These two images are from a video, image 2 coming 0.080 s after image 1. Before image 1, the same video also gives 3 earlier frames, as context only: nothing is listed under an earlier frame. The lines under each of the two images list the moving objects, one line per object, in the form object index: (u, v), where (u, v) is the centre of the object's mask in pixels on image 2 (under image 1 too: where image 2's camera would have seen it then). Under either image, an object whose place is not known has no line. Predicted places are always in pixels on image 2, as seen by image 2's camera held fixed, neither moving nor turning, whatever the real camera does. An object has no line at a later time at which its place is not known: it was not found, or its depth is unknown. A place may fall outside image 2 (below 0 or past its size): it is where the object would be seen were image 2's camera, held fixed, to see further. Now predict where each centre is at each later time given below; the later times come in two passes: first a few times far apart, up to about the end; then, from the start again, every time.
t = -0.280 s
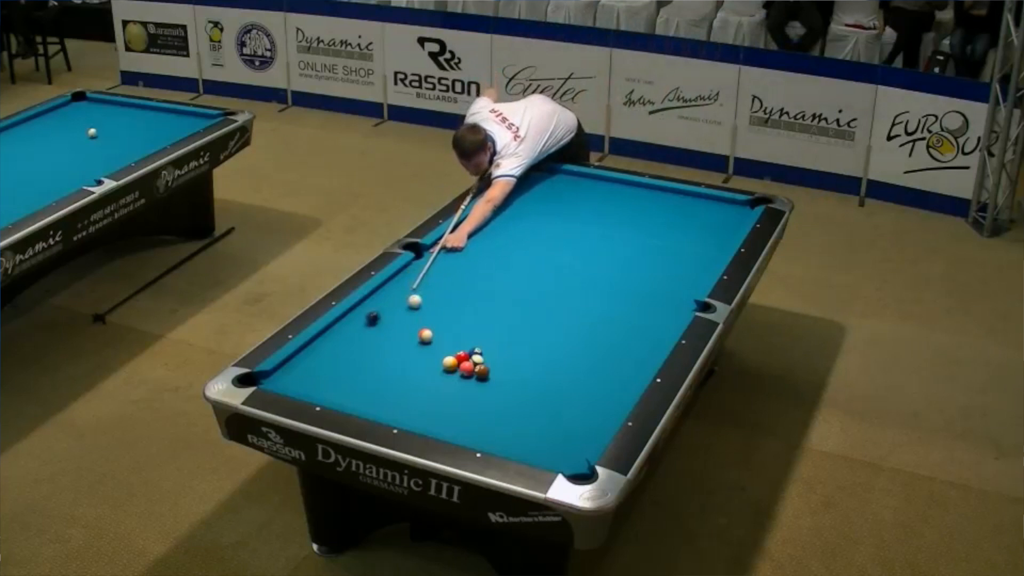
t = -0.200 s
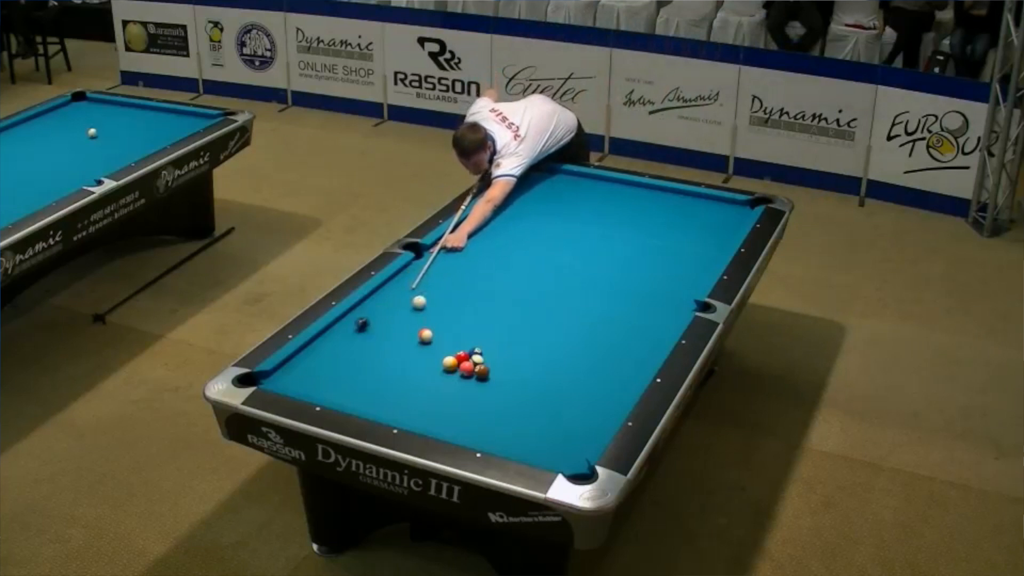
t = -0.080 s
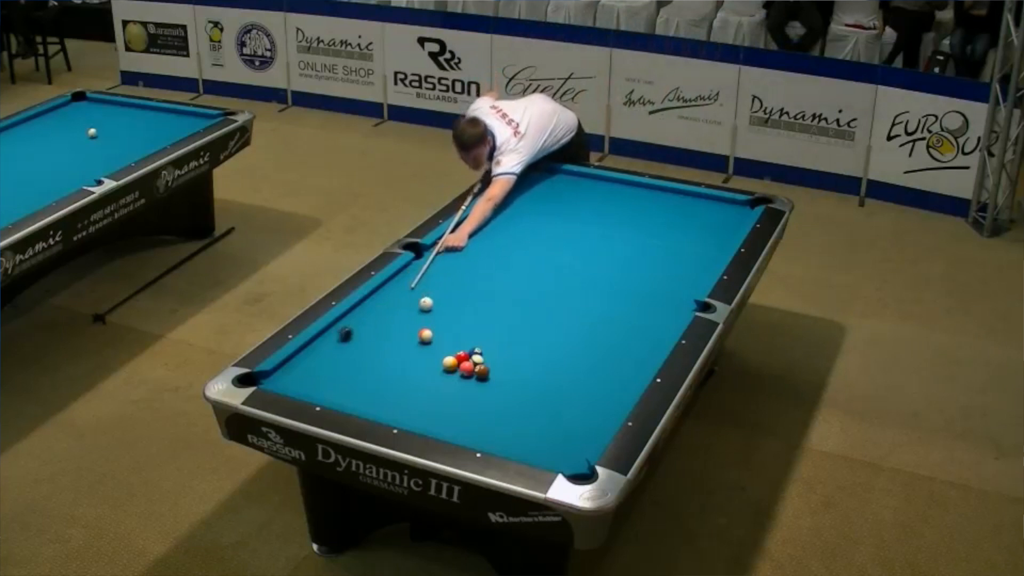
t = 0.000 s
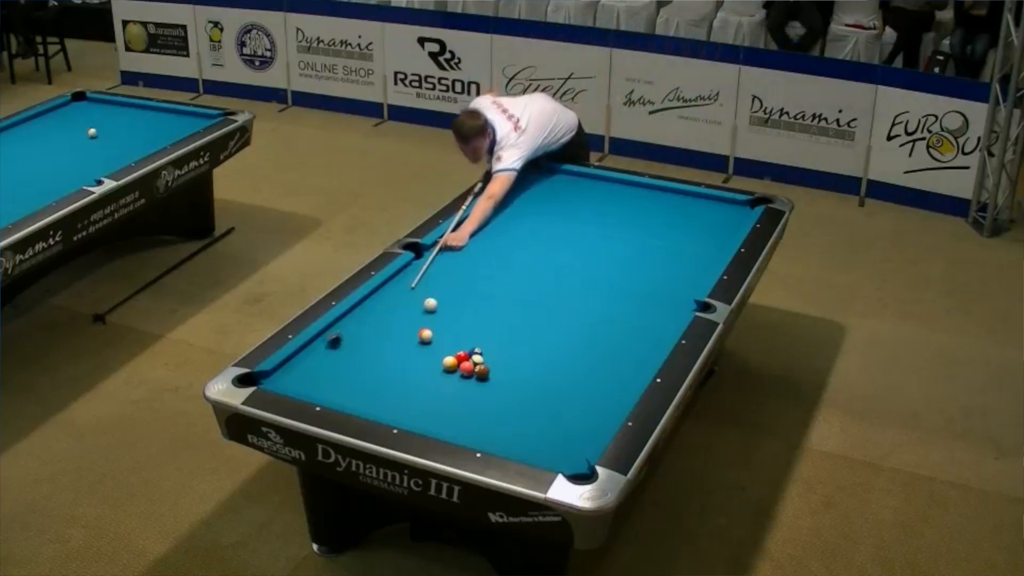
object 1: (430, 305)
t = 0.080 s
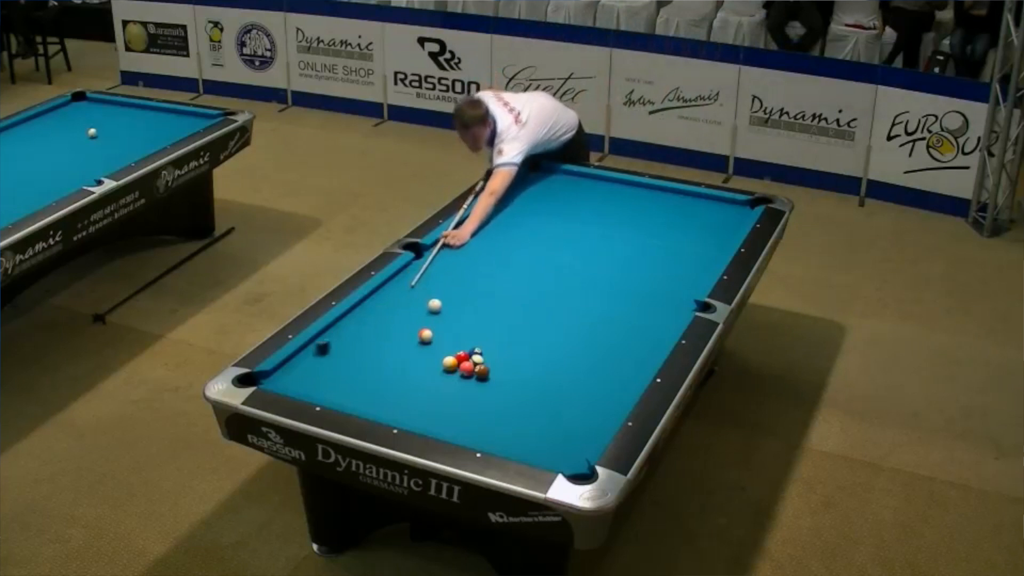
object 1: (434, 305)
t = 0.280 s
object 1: (445, 308)
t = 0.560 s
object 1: (458, 311)
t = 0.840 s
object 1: (469, 314)
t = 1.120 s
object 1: (480, 316)
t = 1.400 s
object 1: (489, 318)
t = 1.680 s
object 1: (497, 321)
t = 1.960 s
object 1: (504, 322)
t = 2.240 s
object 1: (510, 323)
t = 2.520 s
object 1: (515, 324)
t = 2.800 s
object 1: (519, 325)
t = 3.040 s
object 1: (520, 325)
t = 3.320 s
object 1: (522, 326)
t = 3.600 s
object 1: (522, 326)
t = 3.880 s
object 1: (522, 326)
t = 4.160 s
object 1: (522, 326)
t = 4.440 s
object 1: (522, 326)
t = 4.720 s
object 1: (522, 326)
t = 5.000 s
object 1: (522, 326)
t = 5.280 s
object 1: (522, 326)
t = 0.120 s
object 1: (436, 306)
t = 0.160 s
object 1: (439, 306)
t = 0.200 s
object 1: (441, 307)
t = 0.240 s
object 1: (443, 307)
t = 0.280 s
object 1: (445, 308)
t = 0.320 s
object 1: (446, 308)
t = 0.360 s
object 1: (448, 309)
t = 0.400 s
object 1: (450, 309)
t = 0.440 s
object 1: (452, 309)
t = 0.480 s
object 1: (454, 310)
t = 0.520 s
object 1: (456, 310)
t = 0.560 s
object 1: (458, 311)
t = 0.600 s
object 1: (459, 311)
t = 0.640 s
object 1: (461, 311)
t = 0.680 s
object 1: (463, 312)
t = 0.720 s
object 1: (464, 312)
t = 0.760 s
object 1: (466, 313)
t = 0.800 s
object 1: (468, 313)
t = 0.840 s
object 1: (469, 314)
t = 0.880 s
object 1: (471, 314)
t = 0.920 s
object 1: (472, 314)
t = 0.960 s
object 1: (474, 315)
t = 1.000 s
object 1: (476, 315)
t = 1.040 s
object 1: (477, 315)
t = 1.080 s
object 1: (478, 316)
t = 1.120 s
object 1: (480, 316)
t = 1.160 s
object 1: (481, 316)
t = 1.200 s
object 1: (483, 317)
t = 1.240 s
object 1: (484, 317)
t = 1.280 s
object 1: (486, 318)
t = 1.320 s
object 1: (487, 318)
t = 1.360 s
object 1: (488, 318)
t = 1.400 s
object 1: (489, 318)
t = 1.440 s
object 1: (491, 319)
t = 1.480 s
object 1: (492, 319)
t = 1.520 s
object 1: (493, 319)
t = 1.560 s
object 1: (494, 320)
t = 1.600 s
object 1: (495, 320)
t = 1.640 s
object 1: (496, 320)
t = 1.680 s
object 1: (497, 321)
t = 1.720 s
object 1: (498, 321)
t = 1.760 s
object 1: (499, 321)
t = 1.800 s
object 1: (500, 321)
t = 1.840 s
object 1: (502, 322)
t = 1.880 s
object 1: (502, 322)
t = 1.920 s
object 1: (503, 322)
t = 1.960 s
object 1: (504, 322)
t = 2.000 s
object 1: (505, 323)
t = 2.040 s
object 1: (506, 323)
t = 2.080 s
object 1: (507, 323)
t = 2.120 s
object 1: (508, 323)
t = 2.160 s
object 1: (509, 323)
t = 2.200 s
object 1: (509, 323)
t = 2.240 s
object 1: (510, 323)
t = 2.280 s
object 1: (511, 324)
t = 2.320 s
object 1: (512, 324)
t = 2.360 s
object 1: (512, 324)
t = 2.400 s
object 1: (513, 324)
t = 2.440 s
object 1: (514, 324)
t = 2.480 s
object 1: (514, 324)
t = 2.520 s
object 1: (515, 324)
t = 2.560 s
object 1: (516, 324)
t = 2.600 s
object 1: (516, 325)
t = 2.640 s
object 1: (517, 324)
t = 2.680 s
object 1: (517, 325)
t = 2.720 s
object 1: (518, 325)
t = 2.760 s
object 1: (518, 325)
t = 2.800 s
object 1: (519, 325)
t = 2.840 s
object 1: (519, 325)
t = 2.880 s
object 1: (519, 325)
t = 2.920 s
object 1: (520, 325)
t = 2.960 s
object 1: (520, 325)
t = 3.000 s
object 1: (520, 325)
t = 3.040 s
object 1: (520, 325)
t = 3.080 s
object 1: (521, 325)
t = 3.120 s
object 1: (521, 325)
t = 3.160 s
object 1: (521, 325)
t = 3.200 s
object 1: (521, 325)
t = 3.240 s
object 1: (521, 326)
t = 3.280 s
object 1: (521, 326)
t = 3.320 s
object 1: (522, 326)
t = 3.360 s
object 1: (522, 326)
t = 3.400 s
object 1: (522, 326)
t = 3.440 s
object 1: (522, 326)
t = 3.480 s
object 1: (522, 326)
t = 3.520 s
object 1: (522, 326)
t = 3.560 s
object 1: (522, 326)
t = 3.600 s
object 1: (522, 326)
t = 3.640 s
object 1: (522, 326)
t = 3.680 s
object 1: (522, 325)
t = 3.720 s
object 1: (522, 326)
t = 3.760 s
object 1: (522, 325)
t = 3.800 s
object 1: (522, 325)
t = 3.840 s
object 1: (522, 326)
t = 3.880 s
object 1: (522, 326)
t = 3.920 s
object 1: (522, 325)
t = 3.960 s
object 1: (522, 326)
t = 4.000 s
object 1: (522, 326)
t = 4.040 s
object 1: (522, 325)
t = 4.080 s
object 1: (522, 326)
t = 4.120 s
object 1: (522, 326)
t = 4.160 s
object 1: (522, 326)
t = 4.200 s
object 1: (522, 326)
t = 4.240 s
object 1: (522, 326)
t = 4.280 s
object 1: (522, 326)
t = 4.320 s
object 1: (522, 326)
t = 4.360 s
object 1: (522, 326)
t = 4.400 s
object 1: (522, 326)
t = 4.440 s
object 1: (522, 326)
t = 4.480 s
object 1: (522, 326)
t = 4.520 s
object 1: (522, 326)
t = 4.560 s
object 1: (522, 326)
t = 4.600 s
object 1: (522, 326)
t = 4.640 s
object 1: (522, 326)
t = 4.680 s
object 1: (522, 326)
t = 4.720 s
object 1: (522, 326)
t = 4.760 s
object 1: (522, 326)
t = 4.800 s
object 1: (522, 326)
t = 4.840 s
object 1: (522, 326)
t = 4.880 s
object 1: (522, 326)
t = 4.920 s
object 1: (522, 326)
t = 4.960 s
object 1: (522, 326)
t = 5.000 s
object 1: (522, 326)
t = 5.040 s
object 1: (522, 326)
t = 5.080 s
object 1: (522, 326)
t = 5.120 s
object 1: (522, 326)
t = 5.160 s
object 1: (522, 326)
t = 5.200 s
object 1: (522, 326)
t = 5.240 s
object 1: (522, 326)
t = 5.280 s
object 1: (522, 326)
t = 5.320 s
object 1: (522, 325)
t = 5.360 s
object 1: (522, 326)
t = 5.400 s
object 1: (522, 325)
